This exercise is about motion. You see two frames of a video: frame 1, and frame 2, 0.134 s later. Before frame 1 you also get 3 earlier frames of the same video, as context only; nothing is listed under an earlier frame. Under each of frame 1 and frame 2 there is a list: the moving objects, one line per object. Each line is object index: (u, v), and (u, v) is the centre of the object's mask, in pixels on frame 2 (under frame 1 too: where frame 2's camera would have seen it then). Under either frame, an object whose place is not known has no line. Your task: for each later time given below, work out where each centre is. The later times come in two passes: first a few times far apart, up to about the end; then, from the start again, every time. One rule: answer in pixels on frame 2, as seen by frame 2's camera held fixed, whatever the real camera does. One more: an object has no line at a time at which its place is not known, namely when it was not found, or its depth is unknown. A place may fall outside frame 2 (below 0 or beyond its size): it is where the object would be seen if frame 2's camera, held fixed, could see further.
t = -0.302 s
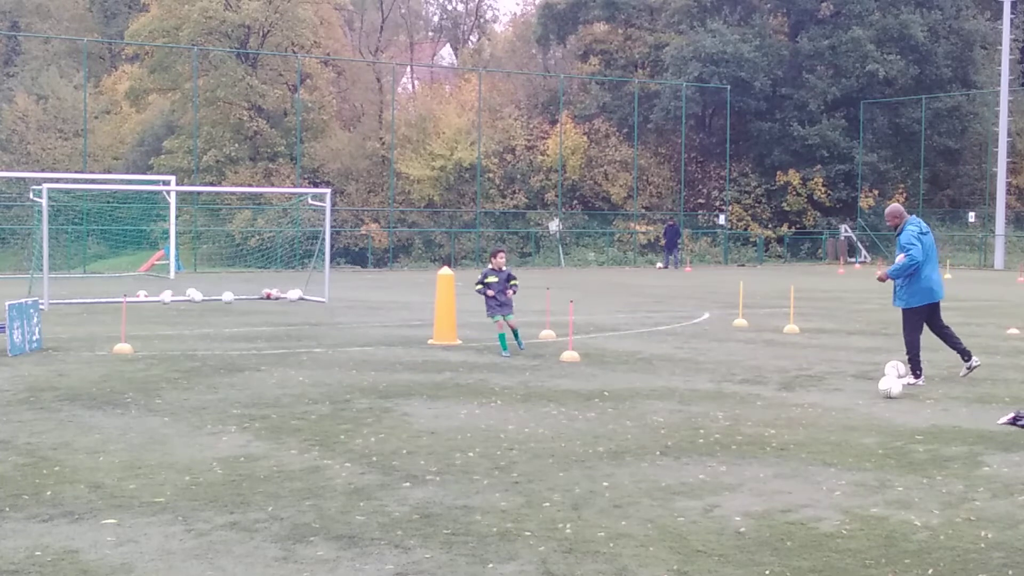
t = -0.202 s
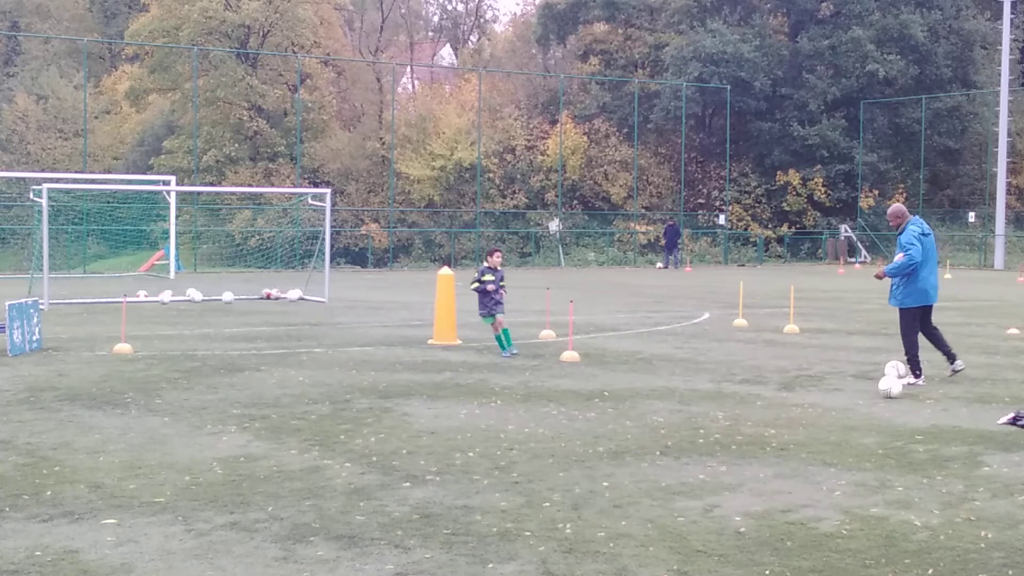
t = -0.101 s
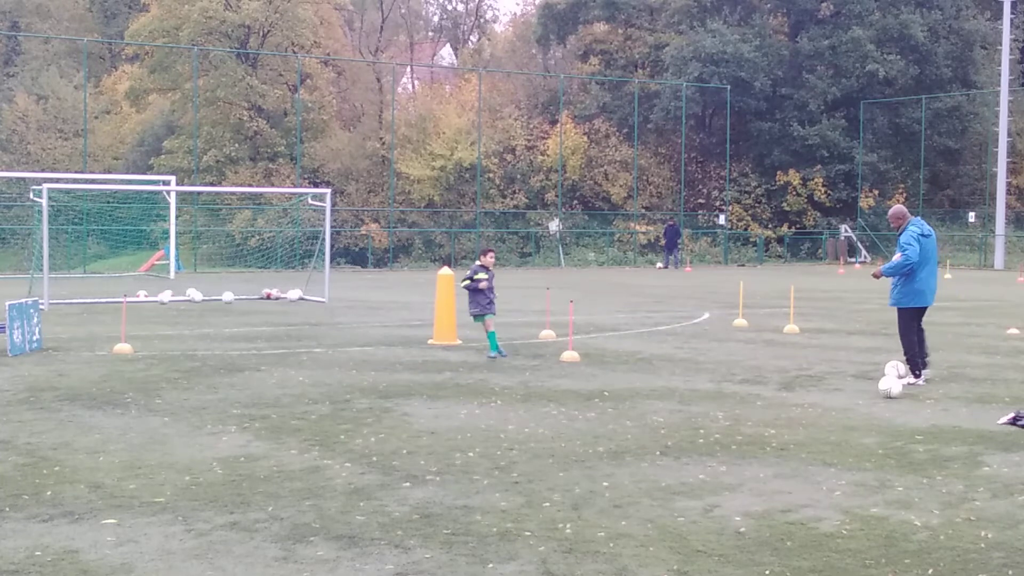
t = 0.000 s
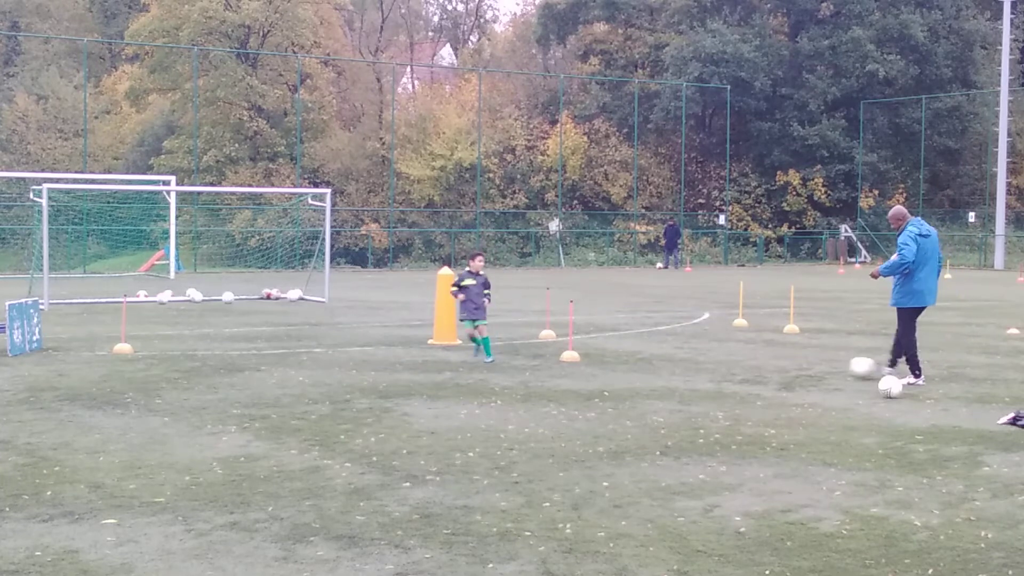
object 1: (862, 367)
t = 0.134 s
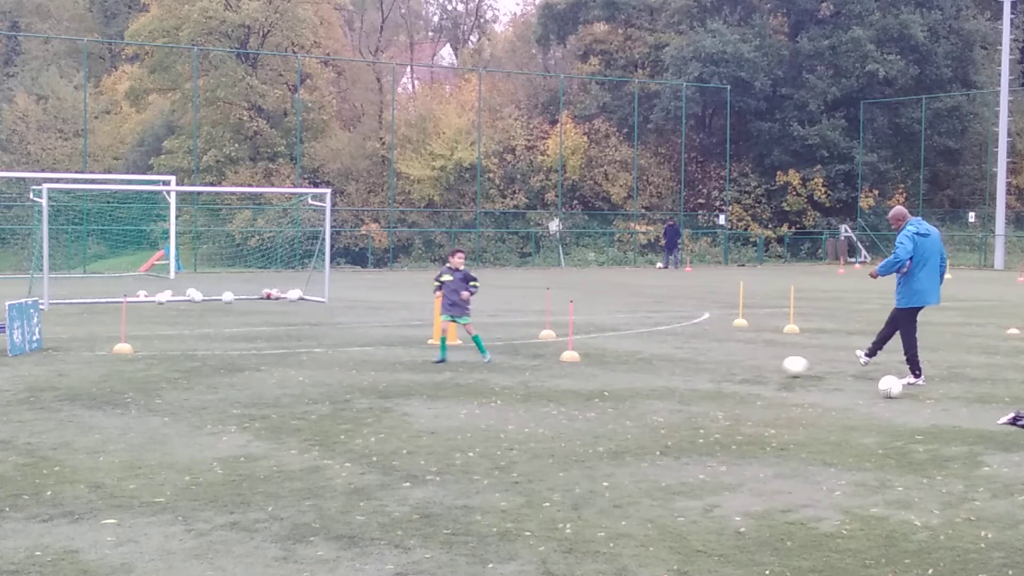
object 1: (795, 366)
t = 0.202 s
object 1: (765, 366)
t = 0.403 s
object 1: (697, 363)
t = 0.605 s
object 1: (641, 361)
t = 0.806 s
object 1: (589, 358)
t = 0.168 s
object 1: (780, 365)
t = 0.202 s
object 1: (765, 366)
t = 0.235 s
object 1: (753, 366)
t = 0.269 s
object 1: (740, 364)
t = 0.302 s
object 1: (729, 363)
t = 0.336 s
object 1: (717, 363)
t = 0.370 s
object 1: (706, 364)
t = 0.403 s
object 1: (697, 363)
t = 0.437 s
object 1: (687, 362)
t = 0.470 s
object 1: (678, 361)
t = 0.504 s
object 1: (669, 362)
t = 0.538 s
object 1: (659, 361)
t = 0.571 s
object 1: (650, 361)
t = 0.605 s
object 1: (641, 361)
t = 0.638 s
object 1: (633, 361)
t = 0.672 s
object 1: (623, 360)
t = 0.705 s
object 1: (614, 359)
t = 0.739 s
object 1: (605, 359)
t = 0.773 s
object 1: (597, 358)
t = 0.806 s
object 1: (589, 358)
